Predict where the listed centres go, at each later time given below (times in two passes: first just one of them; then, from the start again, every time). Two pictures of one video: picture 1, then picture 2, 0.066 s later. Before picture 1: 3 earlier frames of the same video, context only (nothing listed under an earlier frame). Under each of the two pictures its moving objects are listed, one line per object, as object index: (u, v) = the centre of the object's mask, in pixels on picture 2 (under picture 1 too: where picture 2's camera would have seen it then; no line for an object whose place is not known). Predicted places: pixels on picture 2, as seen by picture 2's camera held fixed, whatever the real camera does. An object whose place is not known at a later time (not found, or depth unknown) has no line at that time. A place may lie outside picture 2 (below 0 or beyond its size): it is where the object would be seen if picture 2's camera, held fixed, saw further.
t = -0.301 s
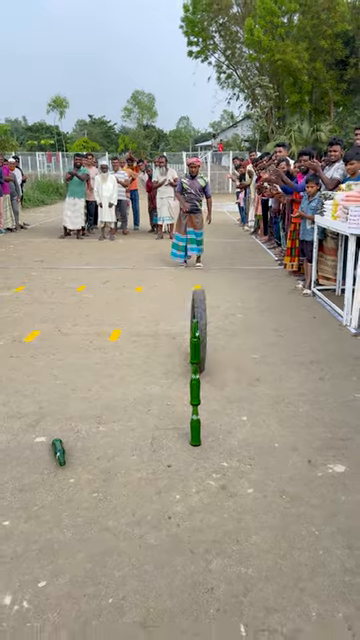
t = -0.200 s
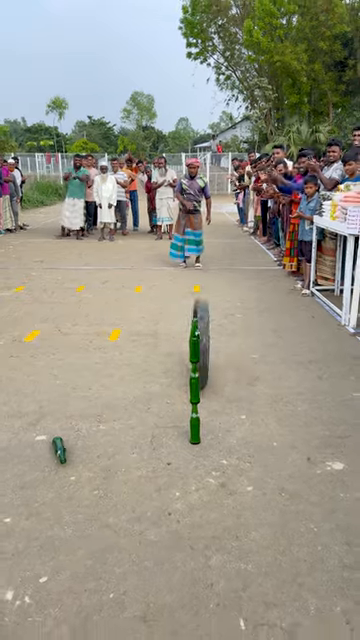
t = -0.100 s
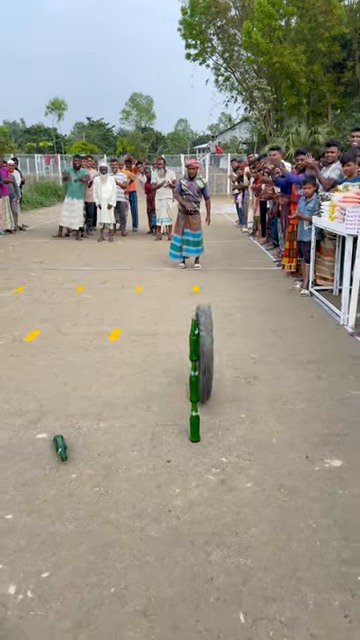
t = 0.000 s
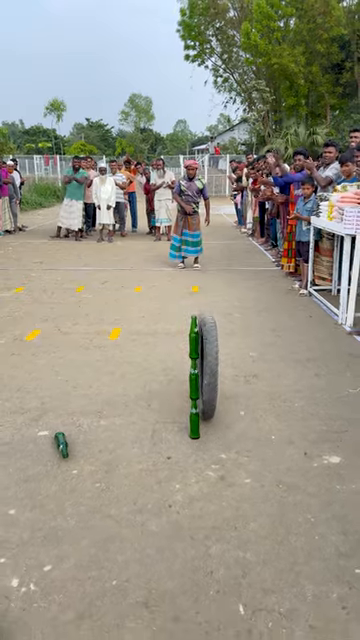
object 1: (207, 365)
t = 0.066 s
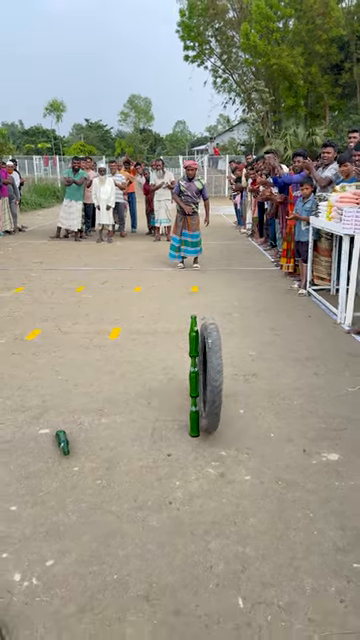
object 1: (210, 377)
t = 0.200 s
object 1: (217, 404)
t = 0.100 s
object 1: (211, 383)
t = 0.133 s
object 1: (213, 391)
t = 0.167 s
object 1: (215, 400)
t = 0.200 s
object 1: (217, 404)
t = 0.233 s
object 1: (219, 411)
